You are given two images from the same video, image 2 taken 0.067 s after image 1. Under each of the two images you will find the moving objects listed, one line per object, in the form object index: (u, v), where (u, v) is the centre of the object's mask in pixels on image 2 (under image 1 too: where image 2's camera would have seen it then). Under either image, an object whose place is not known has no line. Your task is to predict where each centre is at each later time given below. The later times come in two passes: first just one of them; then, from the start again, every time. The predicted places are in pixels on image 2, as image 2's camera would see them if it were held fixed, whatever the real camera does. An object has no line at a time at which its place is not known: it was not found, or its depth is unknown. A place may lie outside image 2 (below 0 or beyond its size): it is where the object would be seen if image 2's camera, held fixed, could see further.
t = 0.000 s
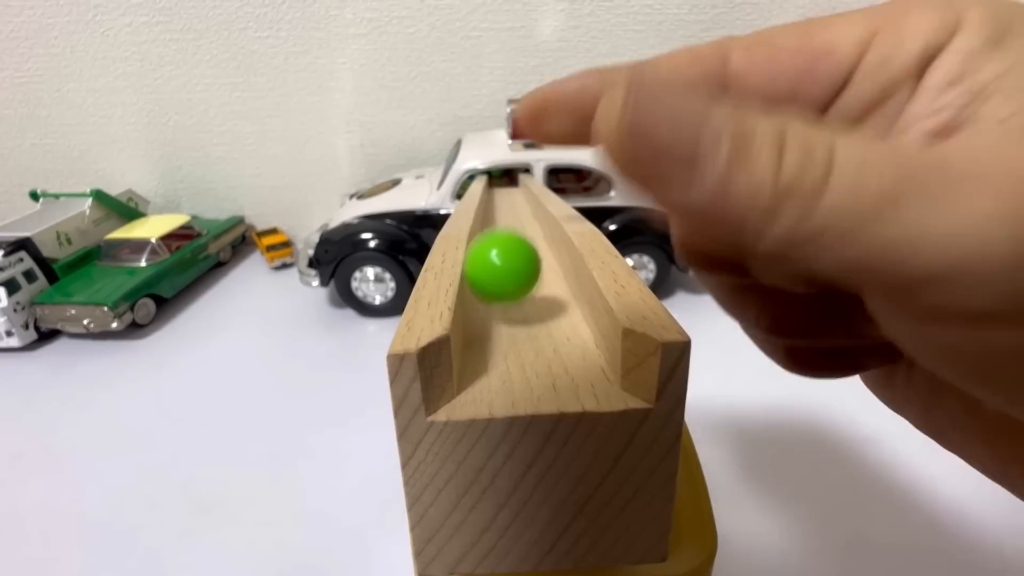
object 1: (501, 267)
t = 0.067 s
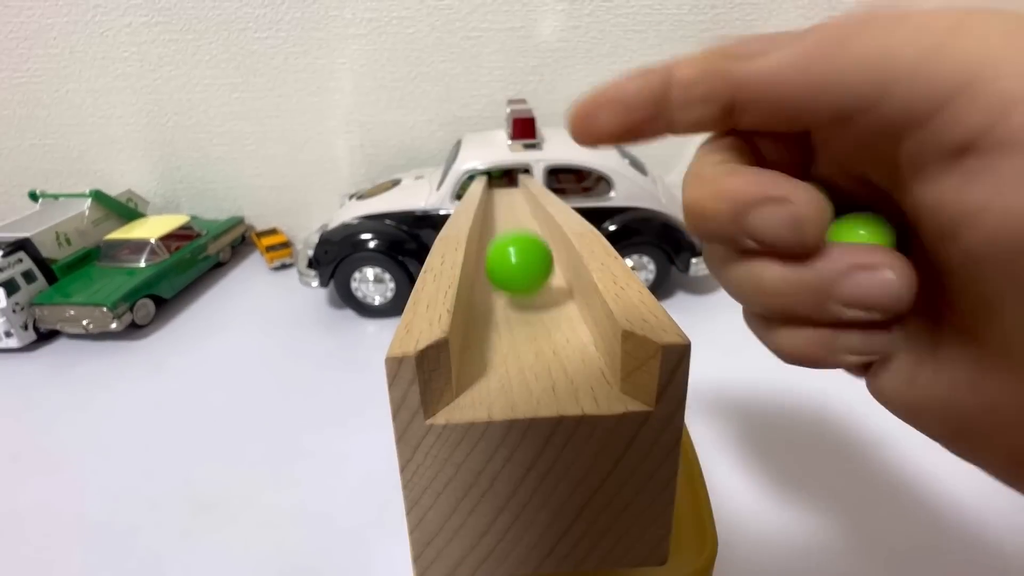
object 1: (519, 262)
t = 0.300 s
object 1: (499, 216)
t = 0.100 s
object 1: (514, 255)
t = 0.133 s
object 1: (510, 247)
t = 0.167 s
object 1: (507, 248)
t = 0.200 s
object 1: (503, 237)
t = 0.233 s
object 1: (498, 227)
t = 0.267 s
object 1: (497, 221)
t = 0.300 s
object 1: (499, 216)
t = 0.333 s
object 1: (499, 210)
